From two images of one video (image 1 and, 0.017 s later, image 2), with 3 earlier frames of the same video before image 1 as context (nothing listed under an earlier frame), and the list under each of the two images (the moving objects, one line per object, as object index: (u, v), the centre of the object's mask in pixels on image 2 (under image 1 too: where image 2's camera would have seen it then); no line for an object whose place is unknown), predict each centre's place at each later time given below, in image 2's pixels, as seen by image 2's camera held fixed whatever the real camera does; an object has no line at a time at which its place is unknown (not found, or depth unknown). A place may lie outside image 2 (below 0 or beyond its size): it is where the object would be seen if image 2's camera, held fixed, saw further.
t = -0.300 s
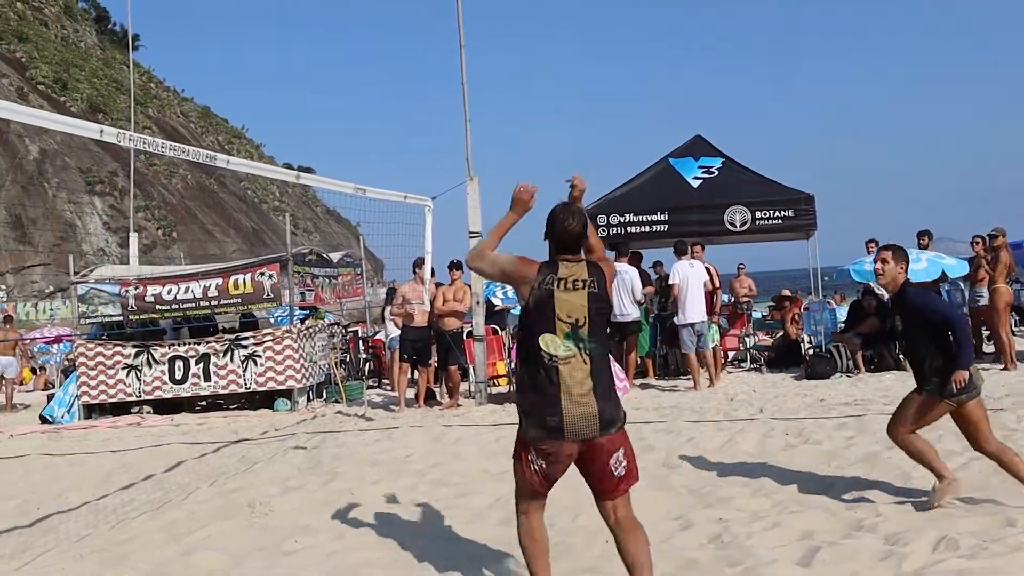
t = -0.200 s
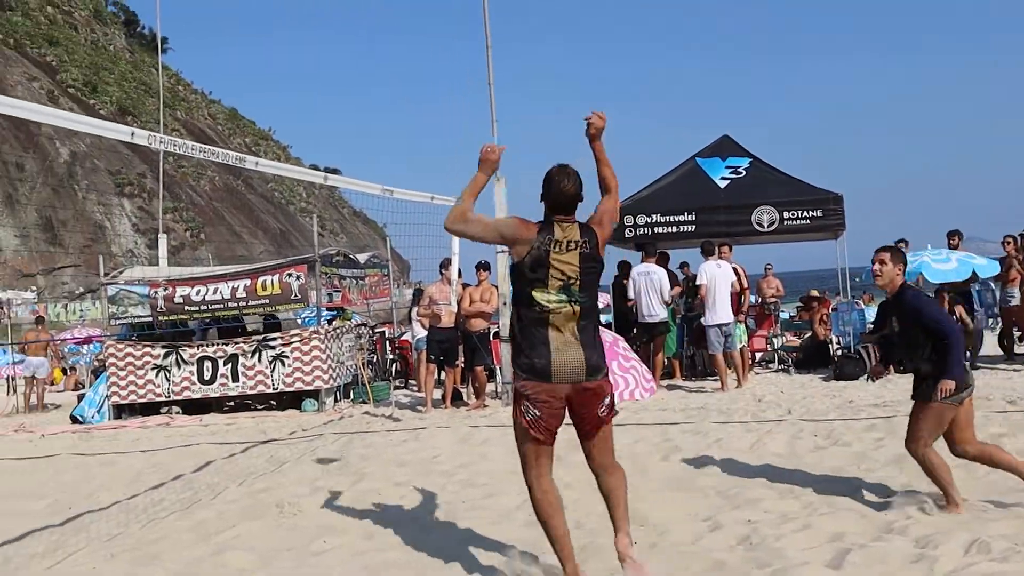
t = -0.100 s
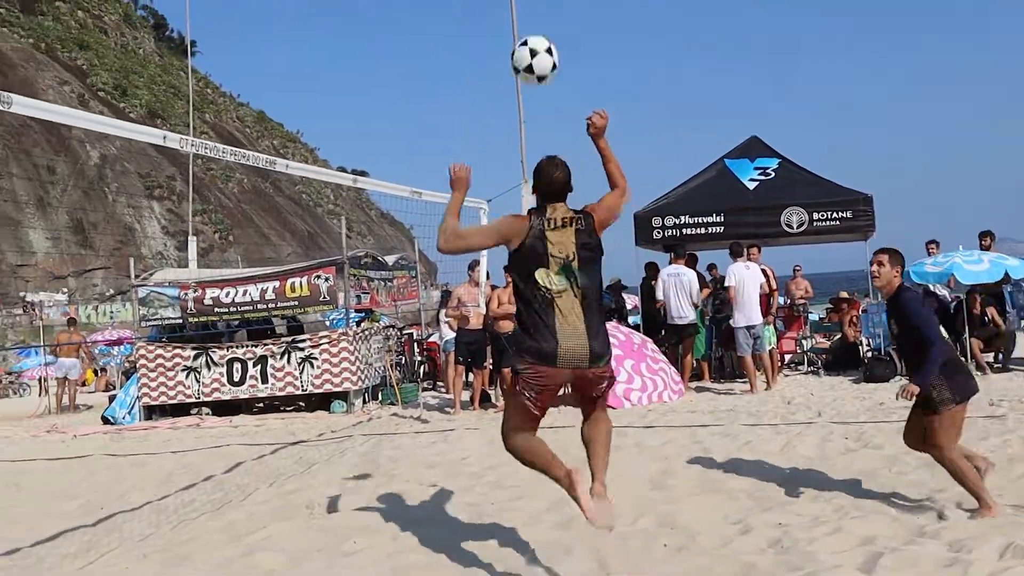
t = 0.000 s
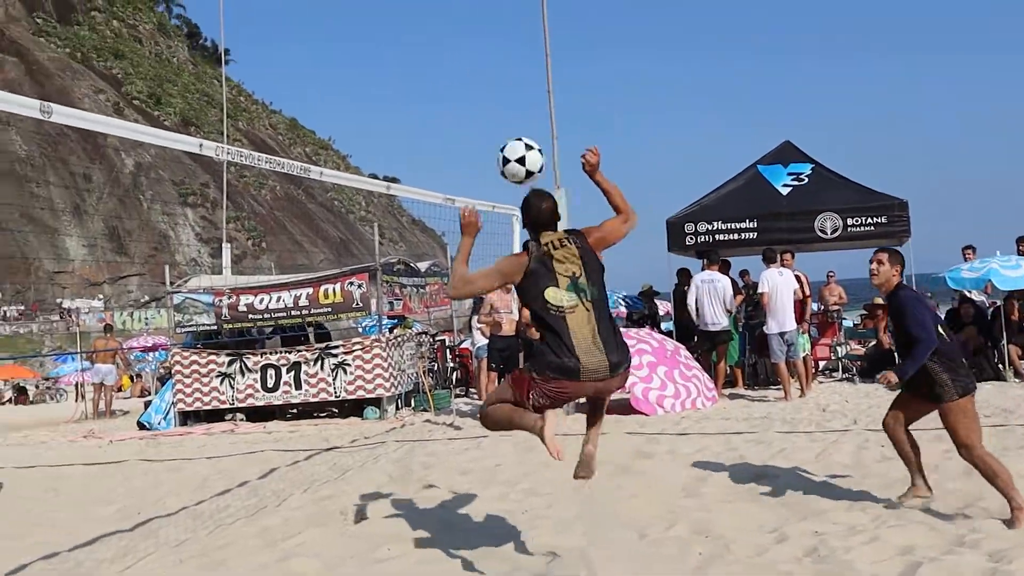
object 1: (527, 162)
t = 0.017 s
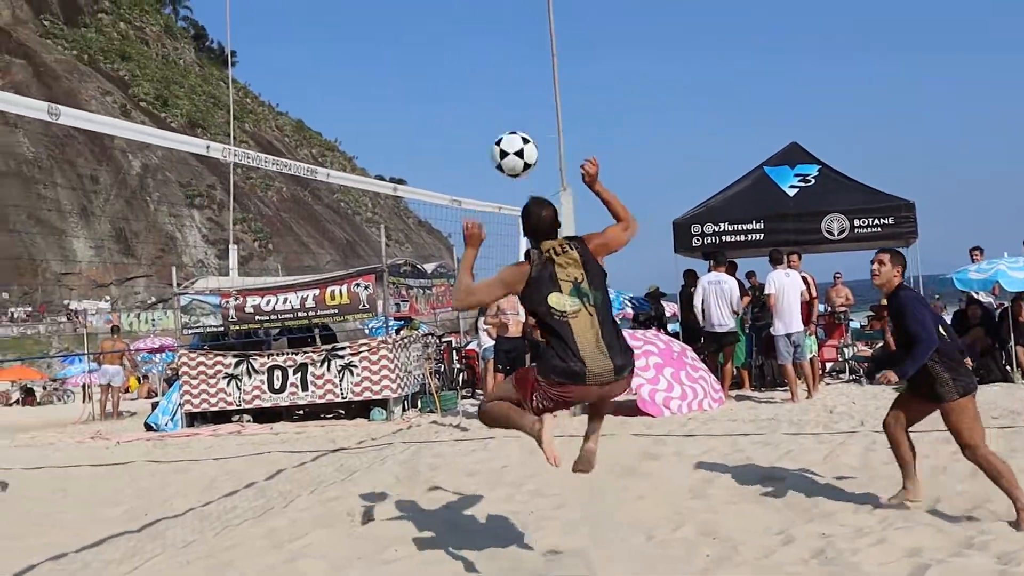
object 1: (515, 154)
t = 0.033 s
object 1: (503, 147)
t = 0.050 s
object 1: (492, 140)
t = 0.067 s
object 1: (481, 135)
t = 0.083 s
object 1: (470, 130)
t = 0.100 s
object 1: (460, 127)
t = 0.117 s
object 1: (450, 123)
